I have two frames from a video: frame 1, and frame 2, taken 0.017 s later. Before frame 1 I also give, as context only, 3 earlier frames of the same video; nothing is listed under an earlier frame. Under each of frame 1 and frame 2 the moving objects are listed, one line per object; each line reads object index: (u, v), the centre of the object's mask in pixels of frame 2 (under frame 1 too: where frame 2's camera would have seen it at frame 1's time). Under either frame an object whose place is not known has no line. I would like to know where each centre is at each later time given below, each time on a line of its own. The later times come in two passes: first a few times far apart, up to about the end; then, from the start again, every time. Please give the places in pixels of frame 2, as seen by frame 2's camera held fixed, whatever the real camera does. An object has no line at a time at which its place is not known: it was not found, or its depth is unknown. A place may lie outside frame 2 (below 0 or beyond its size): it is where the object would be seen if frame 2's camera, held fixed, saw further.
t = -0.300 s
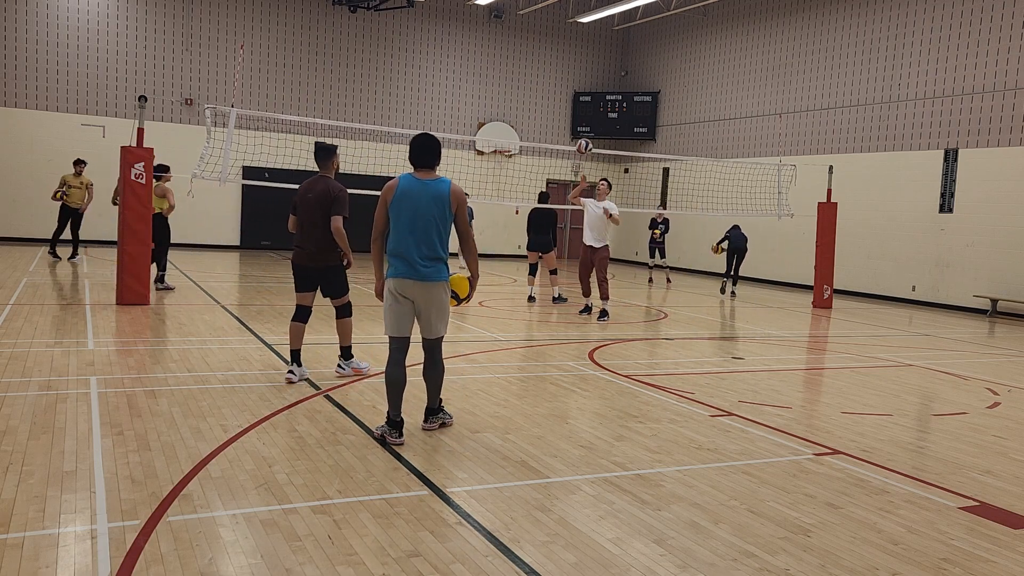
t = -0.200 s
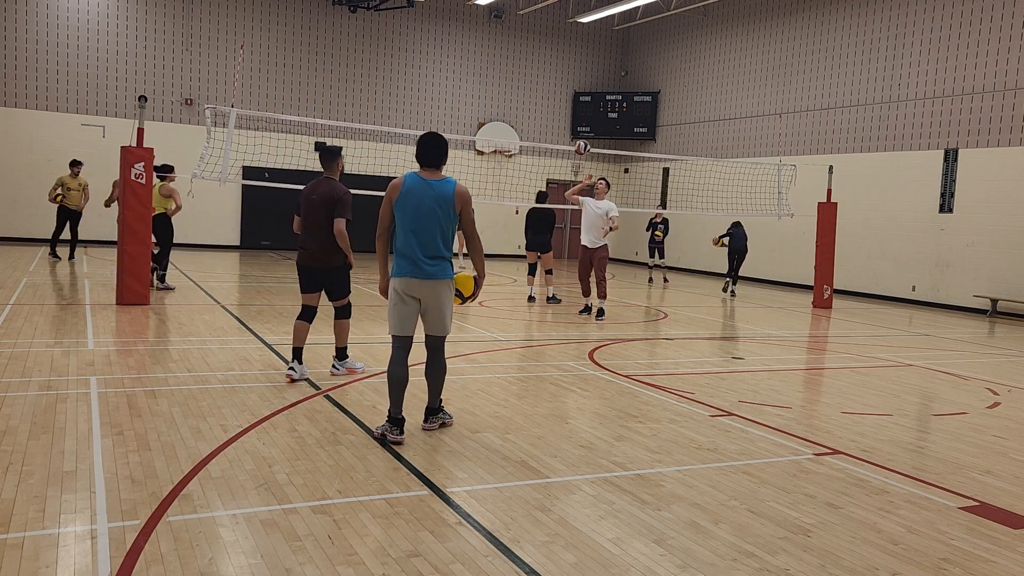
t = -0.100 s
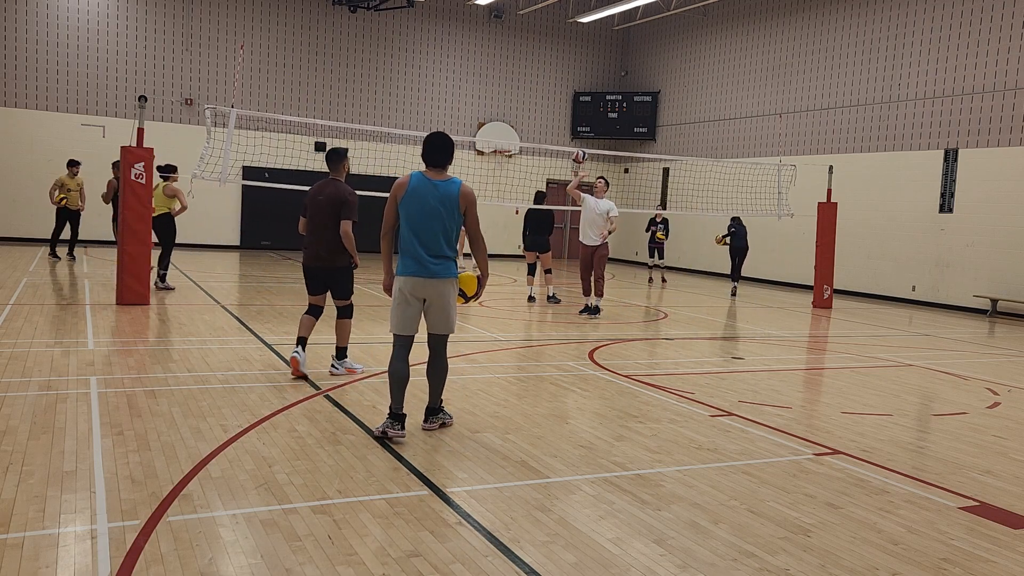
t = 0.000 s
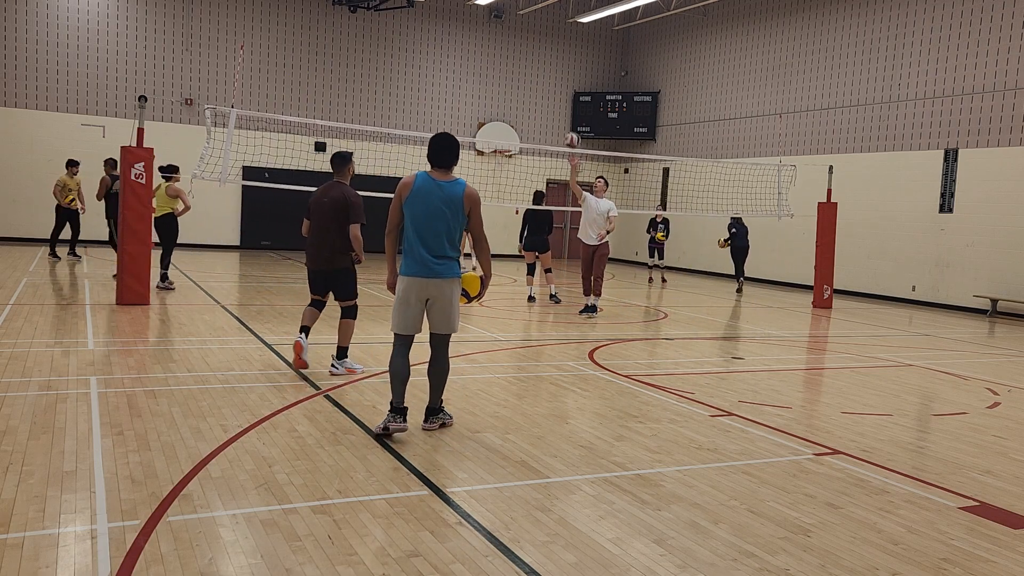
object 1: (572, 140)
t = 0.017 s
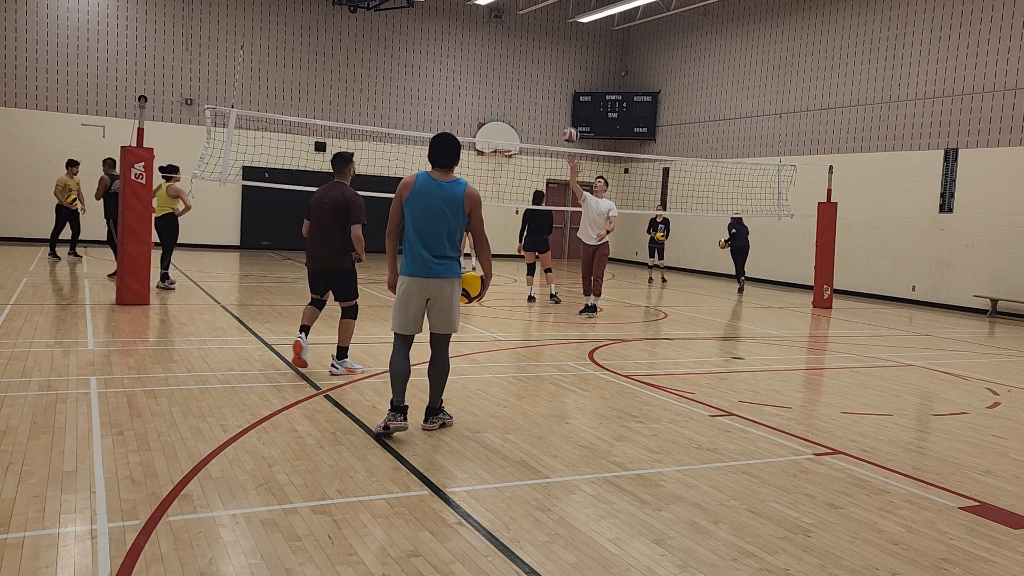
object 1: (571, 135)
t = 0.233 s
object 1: (548, 86)
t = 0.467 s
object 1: (517, 73)
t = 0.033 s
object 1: (569, 130)
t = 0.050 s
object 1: (568, 126)
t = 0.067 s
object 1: (566, 121)
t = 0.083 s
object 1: (564, 117)
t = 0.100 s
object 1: (562, 113)
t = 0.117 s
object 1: (561, 109)
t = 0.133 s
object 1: (559, 105)
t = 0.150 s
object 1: (557, 101)
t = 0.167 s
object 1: (555, 98)
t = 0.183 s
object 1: (554, 94)
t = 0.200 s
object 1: (552, 91)
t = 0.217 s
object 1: (550, 89)
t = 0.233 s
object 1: (548, 86)
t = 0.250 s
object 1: (546, 84)
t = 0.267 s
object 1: (544, 81)
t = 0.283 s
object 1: (542, 79)
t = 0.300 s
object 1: (540, 78)
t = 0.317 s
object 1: (538, 76)
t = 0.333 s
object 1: (536, 75)
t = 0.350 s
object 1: (534, 74)
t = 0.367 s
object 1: (532, 73)
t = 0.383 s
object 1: (529, 72)
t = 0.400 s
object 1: (527, 72)
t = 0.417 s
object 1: (524, 72)
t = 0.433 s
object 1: (522, 72)
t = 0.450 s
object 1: (520, 72)
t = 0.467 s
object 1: (517, 73)
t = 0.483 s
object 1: (514, 74)
